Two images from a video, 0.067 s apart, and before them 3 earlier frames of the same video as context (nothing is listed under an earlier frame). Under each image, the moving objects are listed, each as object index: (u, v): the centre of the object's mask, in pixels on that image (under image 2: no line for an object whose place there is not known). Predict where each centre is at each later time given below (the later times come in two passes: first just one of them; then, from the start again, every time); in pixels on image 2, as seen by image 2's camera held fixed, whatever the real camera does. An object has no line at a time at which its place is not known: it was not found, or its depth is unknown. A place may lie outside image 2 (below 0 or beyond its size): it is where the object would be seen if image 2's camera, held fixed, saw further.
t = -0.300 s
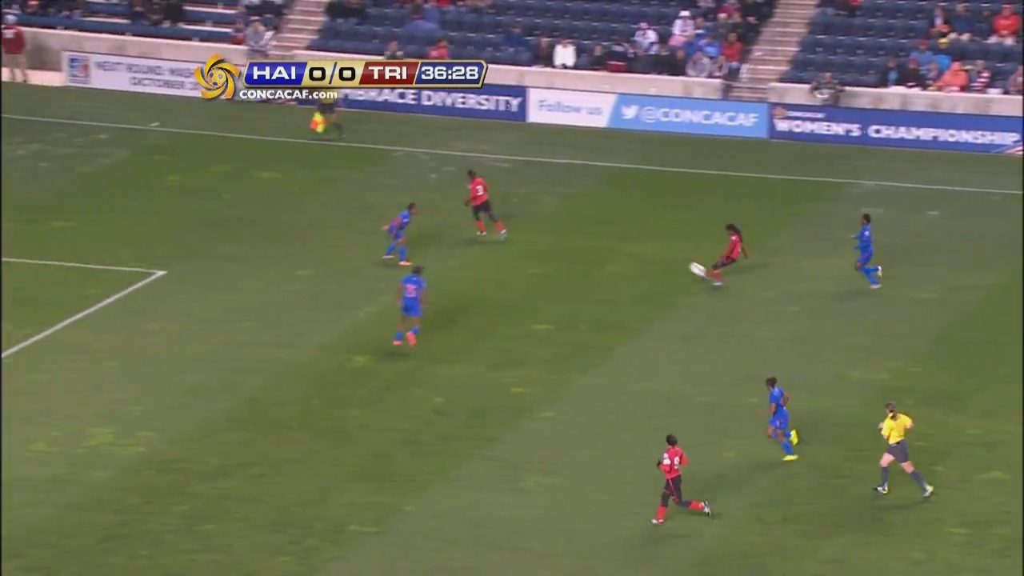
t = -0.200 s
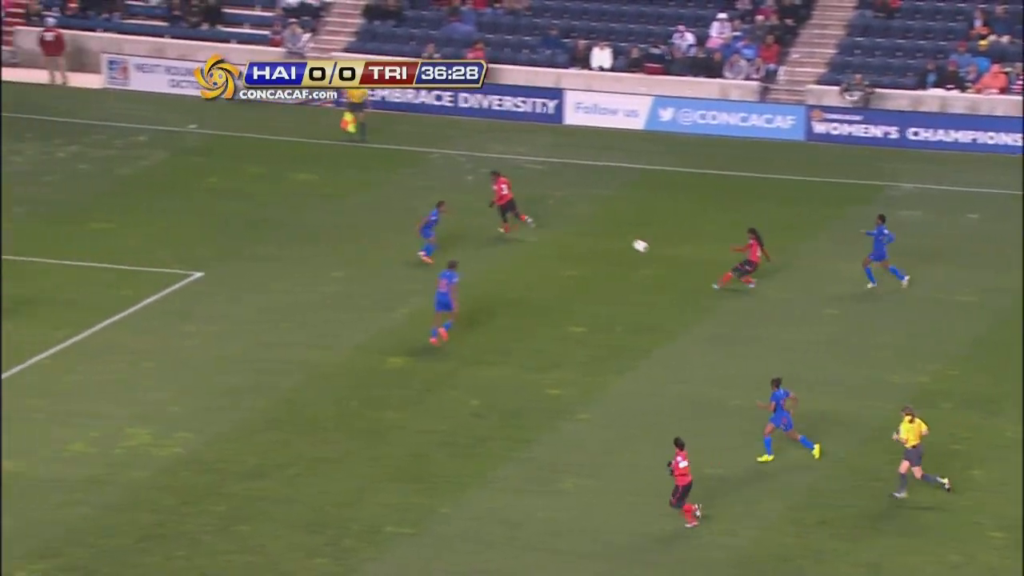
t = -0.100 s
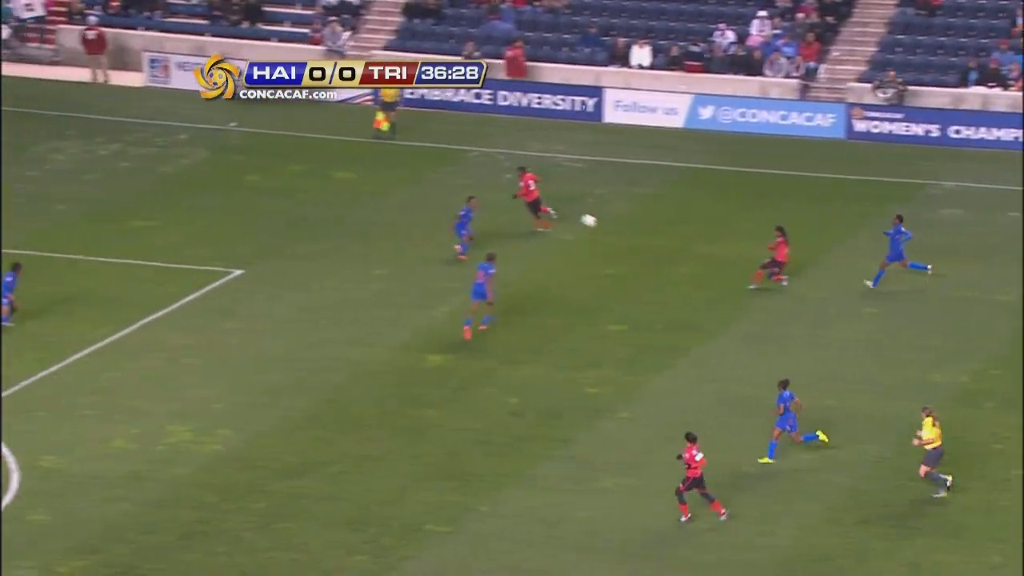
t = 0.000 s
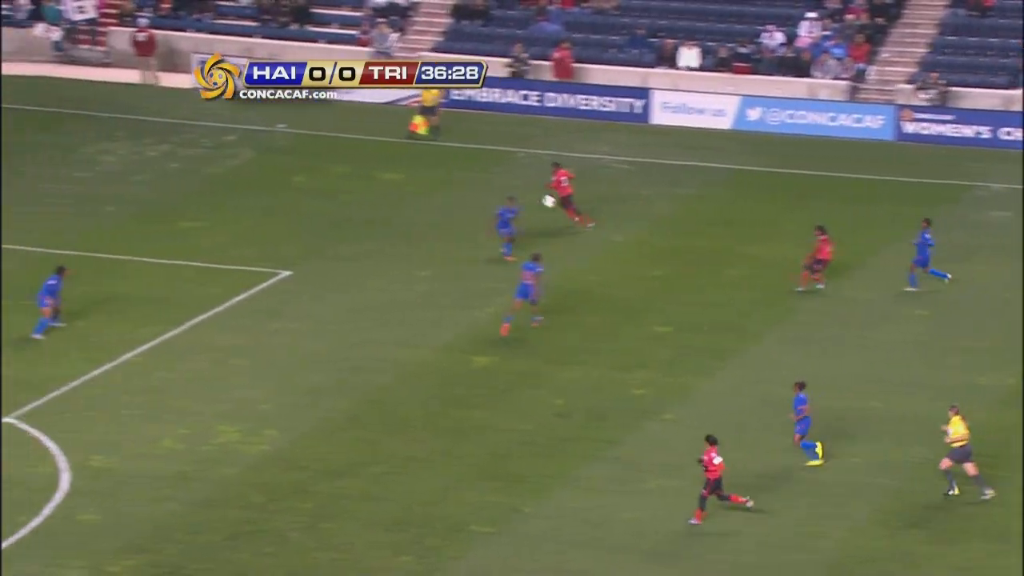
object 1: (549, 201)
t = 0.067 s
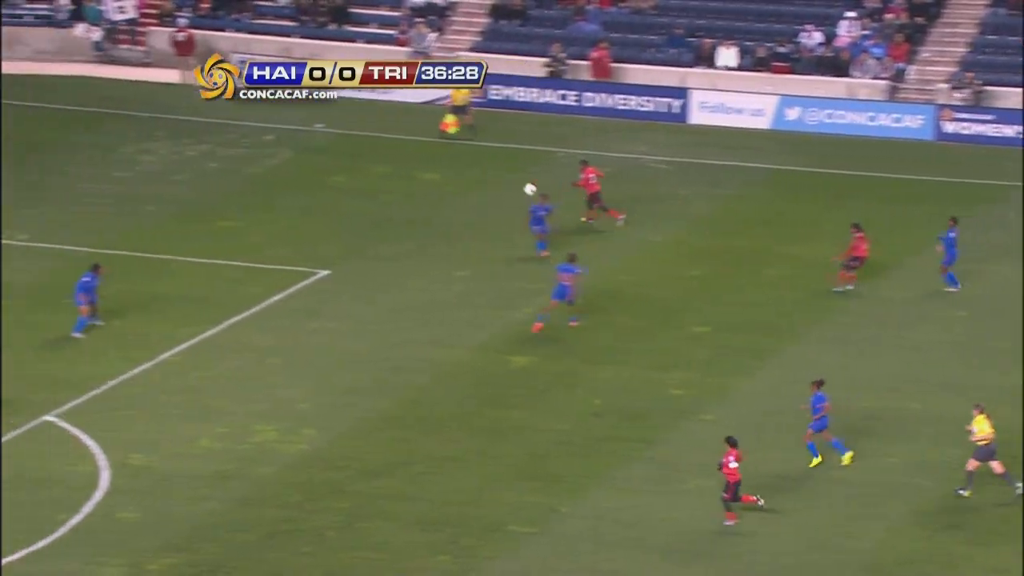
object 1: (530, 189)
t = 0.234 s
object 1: (392, 167)
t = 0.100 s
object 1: (502, 184)
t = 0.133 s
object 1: (475, 179)
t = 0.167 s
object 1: (447, 175)
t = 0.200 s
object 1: (419, 171)
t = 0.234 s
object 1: (392, 167)
